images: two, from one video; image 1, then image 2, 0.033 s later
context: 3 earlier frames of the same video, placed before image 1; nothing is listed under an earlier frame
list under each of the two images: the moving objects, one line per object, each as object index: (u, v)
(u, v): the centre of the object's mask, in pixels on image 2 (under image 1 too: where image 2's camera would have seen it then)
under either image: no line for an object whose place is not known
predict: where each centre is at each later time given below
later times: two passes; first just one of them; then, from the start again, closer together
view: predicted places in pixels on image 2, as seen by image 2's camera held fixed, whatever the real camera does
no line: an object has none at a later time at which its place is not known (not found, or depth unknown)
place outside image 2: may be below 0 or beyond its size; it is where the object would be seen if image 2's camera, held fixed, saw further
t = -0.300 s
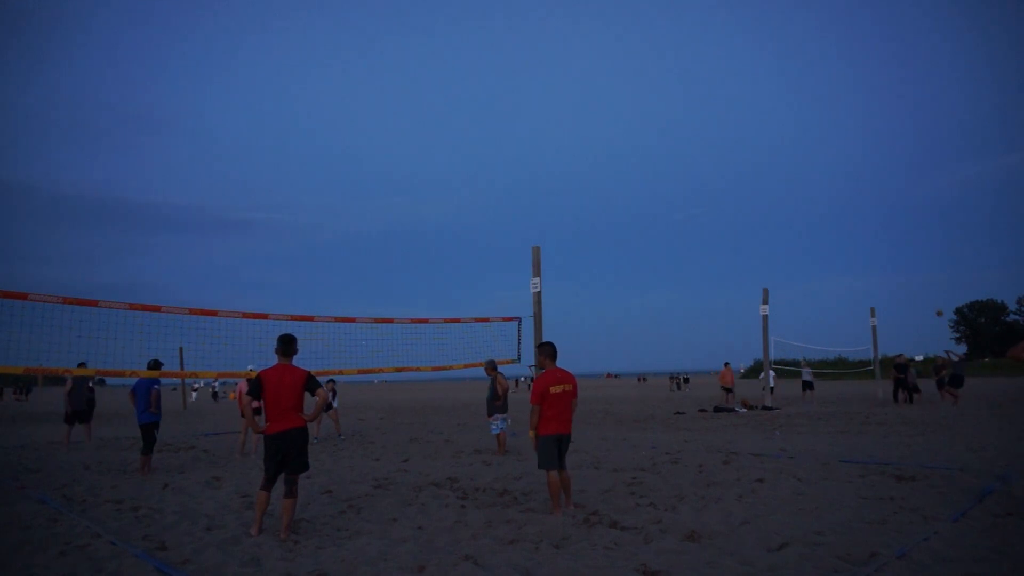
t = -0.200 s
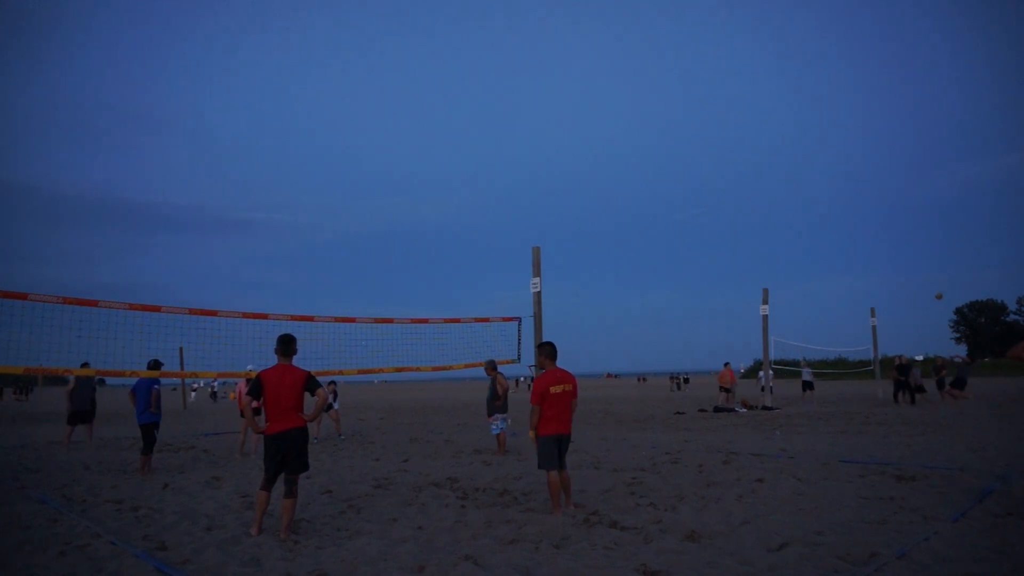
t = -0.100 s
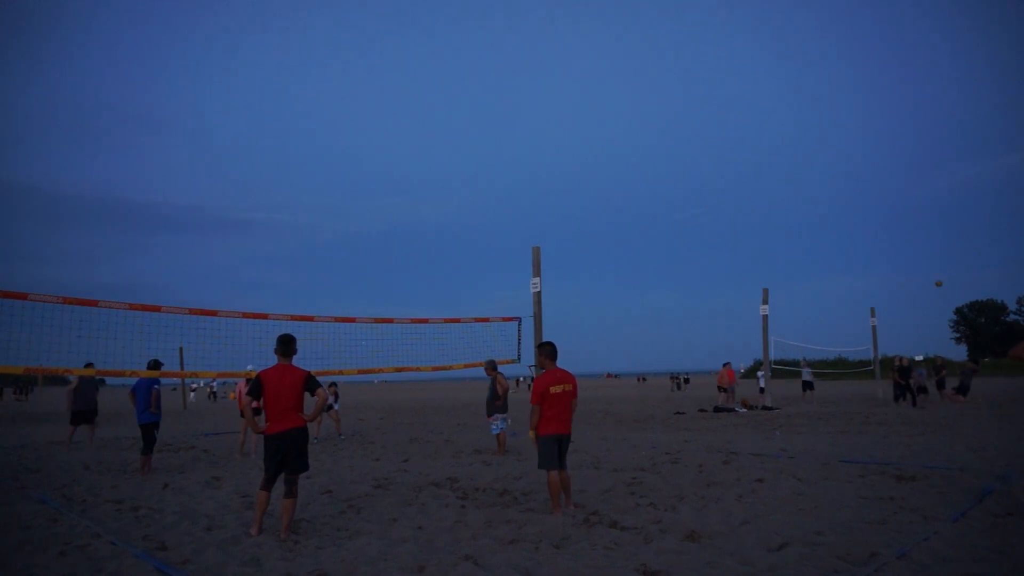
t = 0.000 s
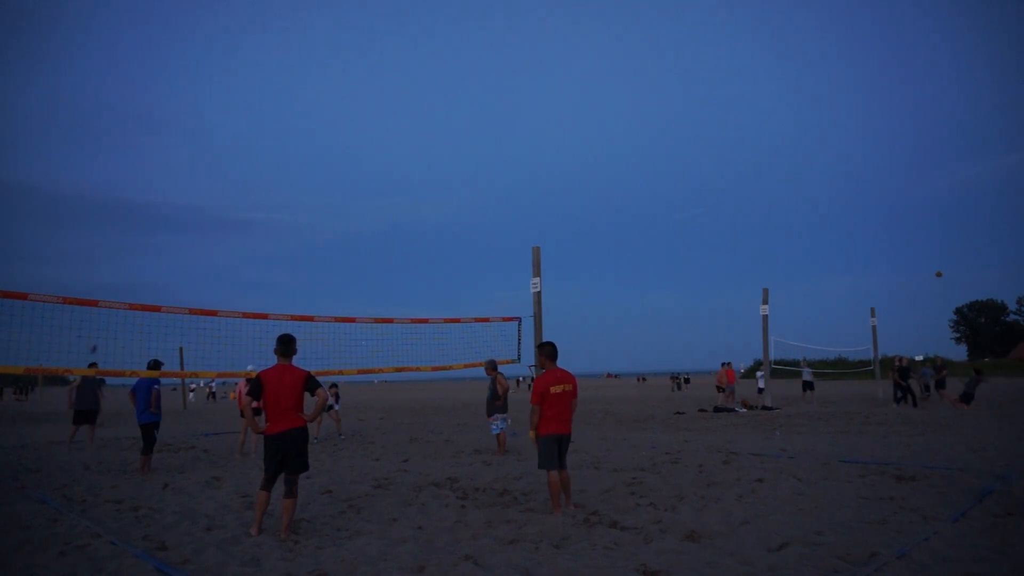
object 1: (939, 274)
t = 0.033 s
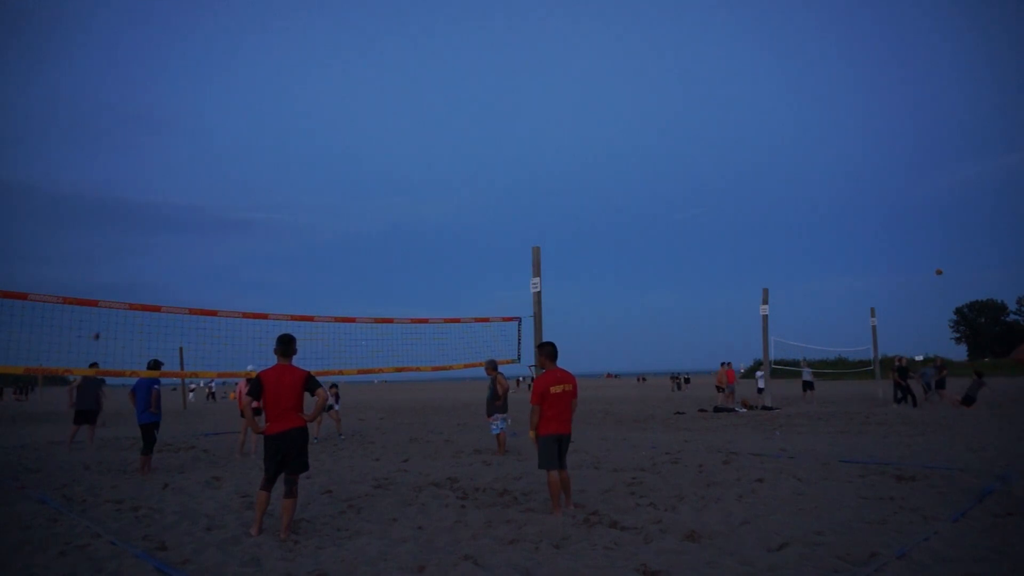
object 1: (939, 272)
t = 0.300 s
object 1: (942, 266)
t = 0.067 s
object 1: (939, 270)
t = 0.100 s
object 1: (939, 269)
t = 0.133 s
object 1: (940, 267)
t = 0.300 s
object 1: (942, 266)
